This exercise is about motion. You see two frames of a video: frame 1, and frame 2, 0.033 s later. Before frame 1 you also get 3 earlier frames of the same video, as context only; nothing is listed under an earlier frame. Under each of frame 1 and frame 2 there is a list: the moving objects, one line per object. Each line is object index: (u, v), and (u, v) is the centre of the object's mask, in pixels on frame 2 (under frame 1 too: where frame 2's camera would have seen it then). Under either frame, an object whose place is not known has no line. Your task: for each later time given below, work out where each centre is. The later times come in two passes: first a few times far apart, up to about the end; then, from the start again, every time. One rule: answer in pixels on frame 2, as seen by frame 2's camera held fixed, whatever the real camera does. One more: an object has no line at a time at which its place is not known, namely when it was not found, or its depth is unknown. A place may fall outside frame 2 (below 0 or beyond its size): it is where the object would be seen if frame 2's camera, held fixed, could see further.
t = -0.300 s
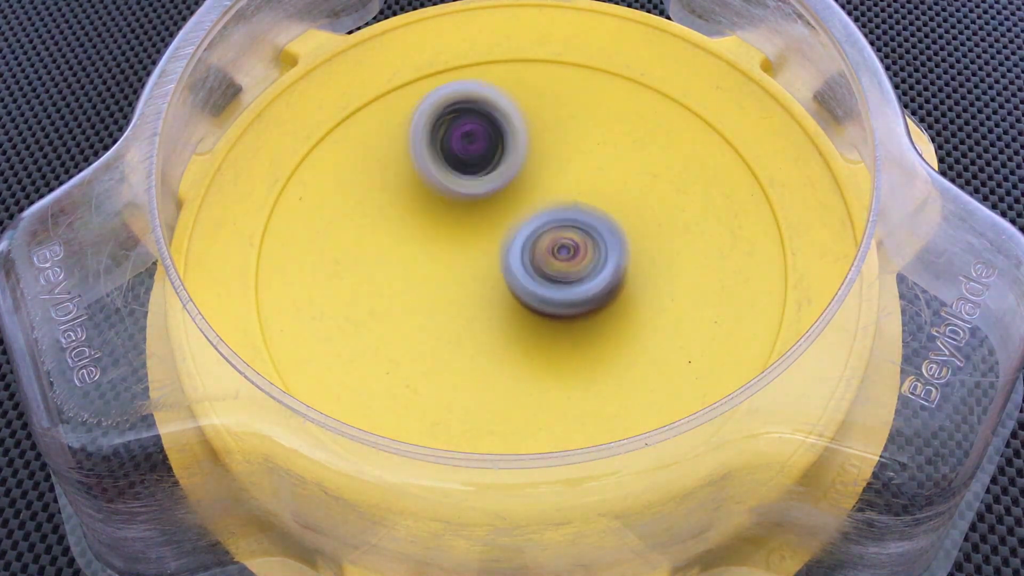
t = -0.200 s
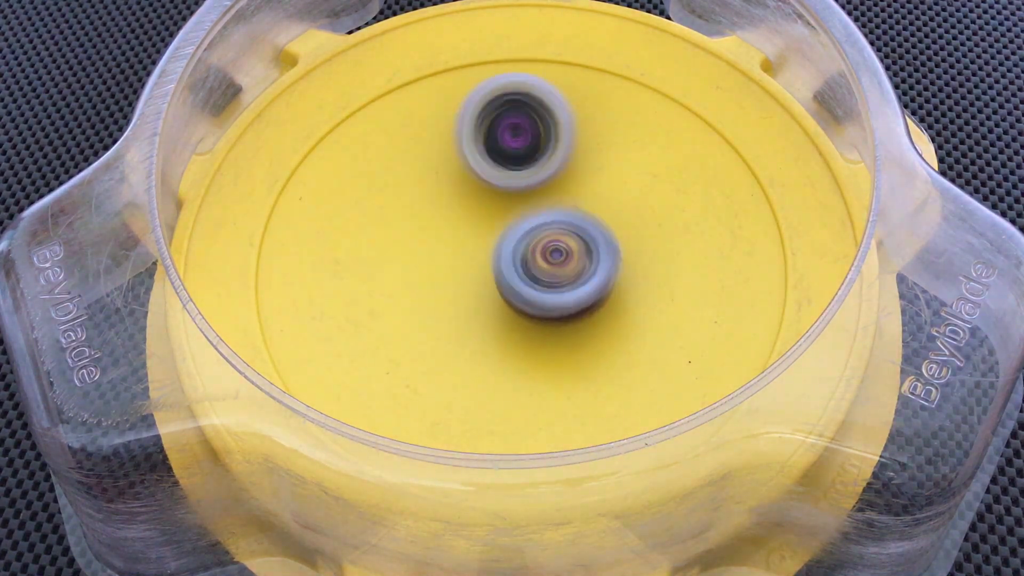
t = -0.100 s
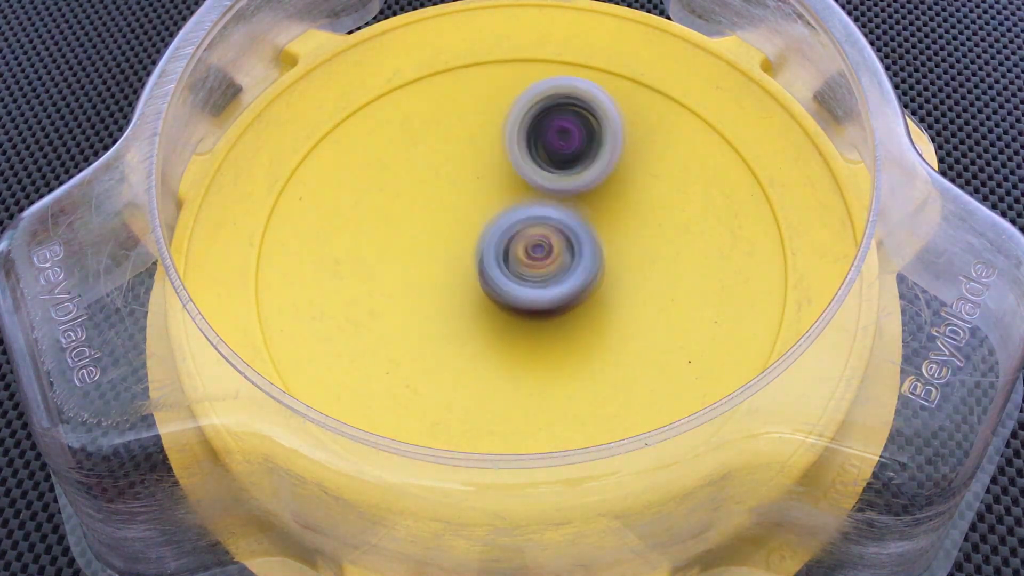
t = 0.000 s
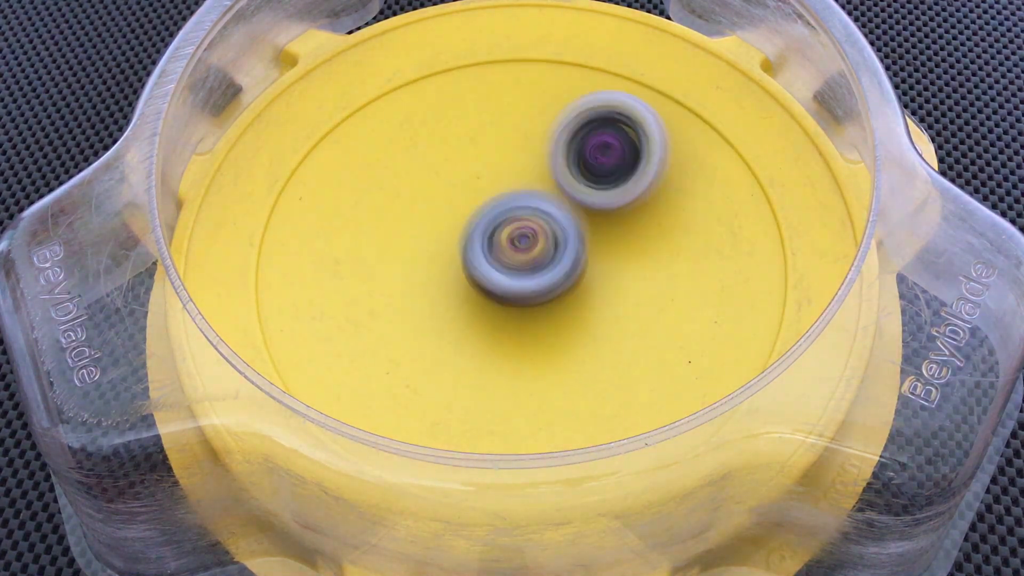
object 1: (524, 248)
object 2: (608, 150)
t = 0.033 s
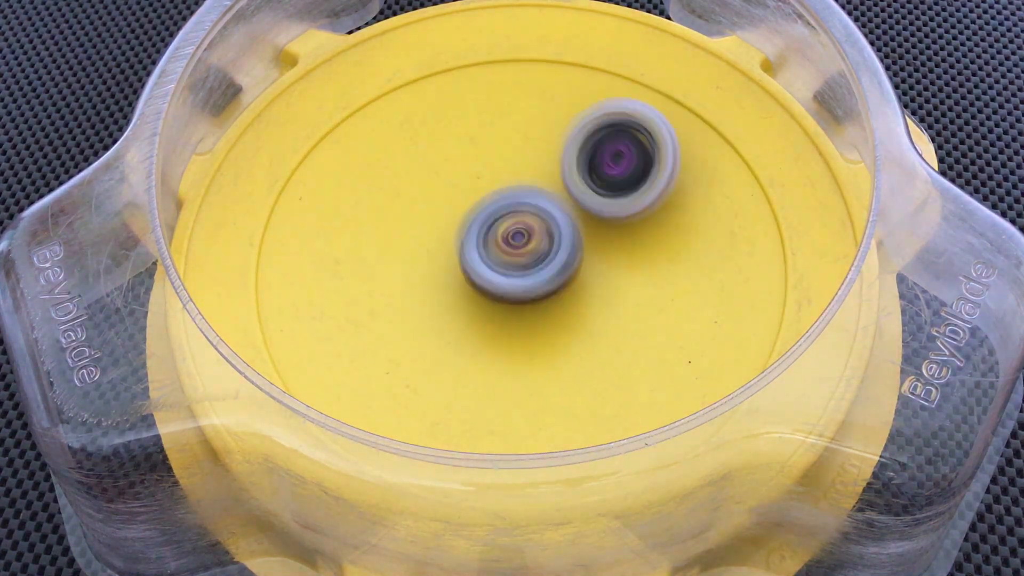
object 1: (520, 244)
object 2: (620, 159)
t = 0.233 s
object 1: (503, 223)
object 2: (660, 226)
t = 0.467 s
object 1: (506, 216)
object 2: (621, 320)
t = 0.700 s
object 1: (510, 242)
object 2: (501, 364)
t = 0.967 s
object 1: (516, 265)
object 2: (379, 314)
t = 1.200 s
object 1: (542, 265)
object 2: (371, 228)
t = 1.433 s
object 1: (542, 258)
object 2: (454, 166)
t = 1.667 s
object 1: (538, 260)
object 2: (563, 148)
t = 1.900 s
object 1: (518, 257)
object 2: (637, 197)
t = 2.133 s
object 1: (515, 235)
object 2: (624, 285)
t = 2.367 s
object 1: (510, 221)
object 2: (526, 337)
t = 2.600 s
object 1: (512, 228)
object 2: (414, 309)
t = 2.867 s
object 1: (511, 250)
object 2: (385, 224)
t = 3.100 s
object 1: (517, 262)
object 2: (447, 175)
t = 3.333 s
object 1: (525, 286)
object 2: (557, 171)
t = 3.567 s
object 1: (527, 305)
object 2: (626, 191)
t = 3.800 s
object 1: (514, 298)
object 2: (631, 247)
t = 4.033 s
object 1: (478, 302)
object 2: (634, 256)
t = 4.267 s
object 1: (465, 291)
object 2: (576, 231)
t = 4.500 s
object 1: (468, 304)
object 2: (555, 178)
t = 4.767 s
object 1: (496, 290)
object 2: (540, 172)
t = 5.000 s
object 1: (496, 292)
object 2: (527, 185)
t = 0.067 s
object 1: (518, 242)
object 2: (632, 167)
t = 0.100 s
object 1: (514, 237)
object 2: (640, 178)
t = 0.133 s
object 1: (511, 234)
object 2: (648, 188)
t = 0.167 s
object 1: (508, 230)
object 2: (653, 201)
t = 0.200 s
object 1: (505, 227)
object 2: (658, 212)
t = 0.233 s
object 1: (503, 223)
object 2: (660, 226)
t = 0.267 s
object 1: (501, 220)
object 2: (661, 239)
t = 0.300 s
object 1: (500, 216)
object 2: (660, 252)
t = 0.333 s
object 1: (501, 214)
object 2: (656, 266)
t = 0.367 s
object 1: (501, 214)
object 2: (651, 279)
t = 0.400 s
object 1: (502, 213)
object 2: (644, 293)
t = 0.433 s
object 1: (504, 214)
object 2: (633, 307)
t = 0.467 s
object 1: (506, 216)
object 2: (621, 320)
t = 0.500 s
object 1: (507, 219)
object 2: (608, 331)
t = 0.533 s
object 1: (509, 222)
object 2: (592, 340)
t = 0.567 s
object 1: (509, 225)
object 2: (576, 349)
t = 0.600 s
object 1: (510, 229)
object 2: (559, 355)
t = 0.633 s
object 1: (509, 234)
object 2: (540, 360)
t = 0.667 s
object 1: (510, 238)
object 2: (521, 363)
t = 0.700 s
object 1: (510, 242)
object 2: (501, 364)
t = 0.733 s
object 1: (510, 247)
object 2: (483, 363)
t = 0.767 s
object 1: (510, 251)
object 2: (465, 360)
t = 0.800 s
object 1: (509, 256)
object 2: (450, 356)
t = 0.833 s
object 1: (506, 260)
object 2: (432, 349)
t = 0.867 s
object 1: (503, 264)
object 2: (420, 342)
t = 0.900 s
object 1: (506, 264)
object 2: (403, 335)
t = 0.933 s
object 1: (511, 265)
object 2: (389, 325)
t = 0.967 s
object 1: (516, 265)
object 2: (379, 314)
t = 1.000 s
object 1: (521, 265)
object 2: (371, 302)
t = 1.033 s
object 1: (526, 265)
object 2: (365, 290)
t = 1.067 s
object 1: (531, 266)
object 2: (362, 278)
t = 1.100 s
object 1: (533, 265)
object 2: (361, 265)
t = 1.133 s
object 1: (536, 266)
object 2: (363, 253)
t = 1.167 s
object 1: (539, 266)
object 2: (365, 241)
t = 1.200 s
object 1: (542, 265)
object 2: (371, 228)
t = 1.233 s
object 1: (544, 265)
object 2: (379, 216)
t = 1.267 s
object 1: (545, 265)
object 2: (388, 204)
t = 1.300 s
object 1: (546, 264)
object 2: (401, 194)
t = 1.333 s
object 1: (544, 263)
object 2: (411, 186)
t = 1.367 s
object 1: (543, 261)
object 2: (425, 177)
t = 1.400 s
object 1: (542, 259)
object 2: (439, 170)
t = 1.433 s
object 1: (542, 258)
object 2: (454, 166)
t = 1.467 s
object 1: (540, 255)
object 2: (469, 161)
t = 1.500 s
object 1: (538, 253)
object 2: (484, 158)
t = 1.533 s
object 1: (538, 257)
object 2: (500, 151)
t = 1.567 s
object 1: (540, 257)
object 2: (517, 146)
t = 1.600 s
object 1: (538, 258)
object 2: (534, 146)
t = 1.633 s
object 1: (538, 259)
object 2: (547, 146)
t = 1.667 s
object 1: (538, 260)
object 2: (563, 148)
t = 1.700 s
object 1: (537, 264)
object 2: (575, 152)
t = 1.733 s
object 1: (534, 262)
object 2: (588, 155)
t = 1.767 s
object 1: (529, 262)
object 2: (602, 161)
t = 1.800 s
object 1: (526, 261)
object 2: (611, 169)
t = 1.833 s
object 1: (524, 260)
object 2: (622, 176)
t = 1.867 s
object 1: (522, 259)
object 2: (630, 186)
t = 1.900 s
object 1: (518, 257)
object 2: (637, 197)
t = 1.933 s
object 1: (514, 253)
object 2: (641, 210)
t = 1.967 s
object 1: (513, 250)
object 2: (645, 222)
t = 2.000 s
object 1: (513, 247)
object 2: (645, 236)
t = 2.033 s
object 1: (514, 245)
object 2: (643, 249)
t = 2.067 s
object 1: (512, 240)
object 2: (639, 262)
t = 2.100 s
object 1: (512, 238)
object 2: (633, 274)
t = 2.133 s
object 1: (515, 235)
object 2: (624, 285)
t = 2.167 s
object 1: (517, 233)
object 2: (614, 295)
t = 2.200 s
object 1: (515, 229)
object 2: (604, 308)
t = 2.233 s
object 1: (513, 226)
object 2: (590, 317)
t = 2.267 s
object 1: (513, 224)
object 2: (577, 325)
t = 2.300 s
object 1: (514, 223)
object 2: (561, 331)
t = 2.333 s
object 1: (514, 221)
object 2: (543, 336)
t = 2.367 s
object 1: (510, 221)
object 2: (526, 337)
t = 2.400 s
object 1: (510, 220)
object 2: (507, 339)
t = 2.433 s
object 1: (511, 220)
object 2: (488, 337)
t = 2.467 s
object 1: (511, 221)
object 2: (469, 334)
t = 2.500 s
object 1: (508, 221)
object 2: (452, 330)
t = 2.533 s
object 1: (508, 222)
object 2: (438, 324)
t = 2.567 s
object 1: (511, 224)
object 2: (424, 318)
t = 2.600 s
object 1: (512, 228)
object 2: (414, 309)
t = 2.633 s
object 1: (509, 231)
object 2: (404, 299)
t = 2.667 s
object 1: (510, 233)
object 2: (397, 290)
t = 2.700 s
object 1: (511, 237)
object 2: (392, 280)
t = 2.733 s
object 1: (510, 243)
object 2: (388, 267)
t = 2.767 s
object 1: (508, 245)
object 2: (383, 255)
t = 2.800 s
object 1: (511, 247)
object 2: (379, 242)
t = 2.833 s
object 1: (513, 248)
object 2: (382, 231)
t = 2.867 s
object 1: (511, 250)
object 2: (385, 224)
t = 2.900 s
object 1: (512, 251)
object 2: (389, 212)
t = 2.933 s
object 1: (515, 253)
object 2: (396, 202)
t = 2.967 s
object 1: (516, 254)
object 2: (404, 193)
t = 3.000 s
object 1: (517, 256)
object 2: (415, 188)
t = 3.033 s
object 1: (519, 258)
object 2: (423, 183)
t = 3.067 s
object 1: (518, 261)
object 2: (435, 179)
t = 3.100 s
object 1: (517, 262)
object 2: (447, 175)
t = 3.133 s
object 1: (521, 264)
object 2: (460, 173)
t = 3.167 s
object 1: (521, 268)
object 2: (474, 170)
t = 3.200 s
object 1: (519, 269)
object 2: (490, 169)
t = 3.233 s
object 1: (524, 274)
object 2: (504, 169)
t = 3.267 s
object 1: (526, 279)
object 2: (523, 170)
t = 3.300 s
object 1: (526, 278)
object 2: (538, 174)
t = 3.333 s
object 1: (525, 286)
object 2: (557, 171)
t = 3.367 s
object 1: (524, 300)
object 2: (572, 165)
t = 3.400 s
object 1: (528, 303)
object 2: (587, 165)
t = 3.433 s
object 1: (533, 305)
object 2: (596, 169)
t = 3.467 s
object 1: (531, 303)
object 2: (604, 172)
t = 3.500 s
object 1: (528, 302)
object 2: (612, 177)
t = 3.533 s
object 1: (525, 305)
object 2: (621, 184)
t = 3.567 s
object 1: (527, 305)
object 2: (626, 191)
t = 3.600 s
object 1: (532, 305)
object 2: (629, 202)
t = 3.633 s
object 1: (534, 299)
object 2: (630, 213)
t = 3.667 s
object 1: (534, 292)
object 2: (633, 220)
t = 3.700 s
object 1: (522, 293)
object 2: (638, 225)
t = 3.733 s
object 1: (517, 292)
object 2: (635, 235)
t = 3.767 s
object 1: (513, 298)
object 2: (632, 243)
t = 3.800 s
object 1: (514, 298)
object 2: (631, 247)
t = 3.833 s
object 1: (510, 298)
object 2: (639, 250)
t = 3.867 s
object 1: (498, 293)
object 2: (644, 254)
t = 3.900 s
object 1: (489, 293)
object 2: (647, 252)
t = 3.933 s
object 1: (484, 293)
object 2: (645, 254)
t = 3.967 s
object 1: (476, 296)
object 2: (641, 255)
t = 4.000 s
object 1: (478, 300)
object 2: (640, 253)
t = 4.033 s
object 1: (478, 302)
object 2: (634, 256)
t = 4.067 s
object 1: (486, 302)
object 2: (626, 257)
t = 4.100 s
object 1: (485, 298)
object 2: (617, 255)
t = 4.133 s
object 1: (483, 295)
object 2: (608, 253)
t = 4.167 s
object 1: (482, 292)
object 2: (600, 250)
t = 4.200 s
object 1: (475, 288)
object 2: (594, 244)
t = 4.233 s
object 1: (468, 290)
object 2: (582, 239)
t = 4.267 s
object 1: (465, 291)
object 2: (576, 231)
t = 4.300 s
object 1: (463, 291)
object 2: (574, 223)
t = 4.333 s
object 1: (464, 292)
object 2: (569, 216)
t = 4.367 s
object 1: (463, 295)
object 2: (563, 205)
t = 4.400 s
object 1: (463, 301)
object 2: (558, 196)
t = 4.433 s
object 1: (464, 305)
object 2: (559, 188)
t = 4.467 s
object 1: (466, 304)
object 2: (558, 183)
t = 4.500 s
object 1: (468, 304)
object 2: (555, 178)
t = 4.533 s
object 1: (470, 303)
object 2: (553, 172)
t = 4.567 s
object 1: (473, 303)
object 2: (553, 170)
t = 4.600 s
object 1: (476, 304)
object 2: (554, 171)
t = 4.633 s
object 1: (481, 303)
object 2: (551, 172)
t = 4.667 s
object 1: (486, 302)
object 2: (546, 174)
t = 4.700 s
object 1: (492, 298)
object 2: (542, 173)
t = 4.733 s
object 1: (494, 293)
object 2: (538, 172)
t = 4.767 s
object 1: (496, 290)
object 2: (540, 172)
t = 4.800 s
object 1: (498, 286)
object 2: (540, 174)
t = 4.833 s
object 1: (498, 284)
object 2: (536, 178)
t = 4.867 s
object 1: (497, 284)
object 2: (536, 179)
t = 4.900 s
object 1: (497, 285)
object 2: (534, 182)
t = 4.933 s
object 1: (497, 287)
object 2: (532, 183)
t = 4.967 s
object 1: (497, 289)
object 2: (529, 185)
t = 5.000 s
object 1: (496, 292)
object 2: (527, 185)
